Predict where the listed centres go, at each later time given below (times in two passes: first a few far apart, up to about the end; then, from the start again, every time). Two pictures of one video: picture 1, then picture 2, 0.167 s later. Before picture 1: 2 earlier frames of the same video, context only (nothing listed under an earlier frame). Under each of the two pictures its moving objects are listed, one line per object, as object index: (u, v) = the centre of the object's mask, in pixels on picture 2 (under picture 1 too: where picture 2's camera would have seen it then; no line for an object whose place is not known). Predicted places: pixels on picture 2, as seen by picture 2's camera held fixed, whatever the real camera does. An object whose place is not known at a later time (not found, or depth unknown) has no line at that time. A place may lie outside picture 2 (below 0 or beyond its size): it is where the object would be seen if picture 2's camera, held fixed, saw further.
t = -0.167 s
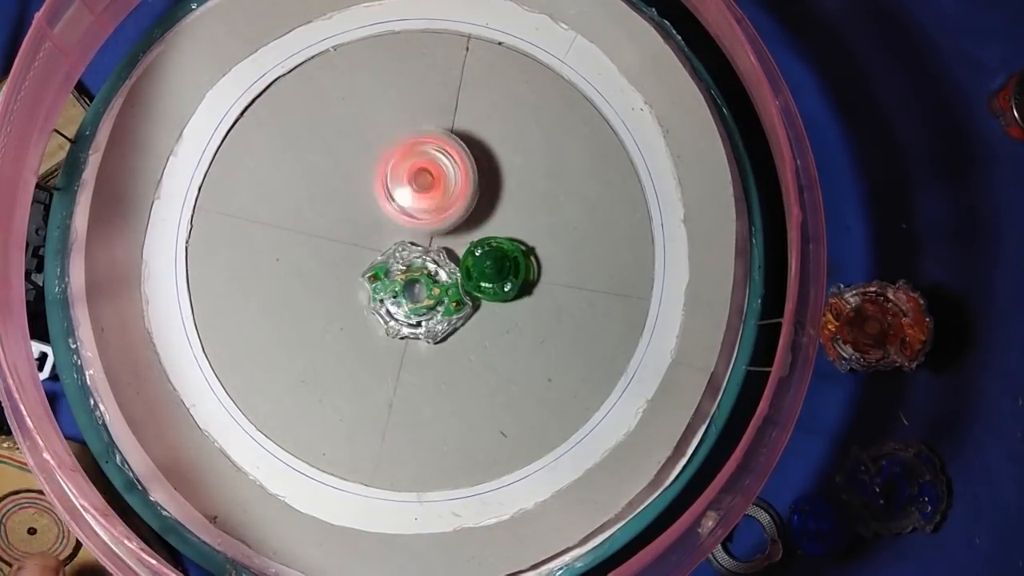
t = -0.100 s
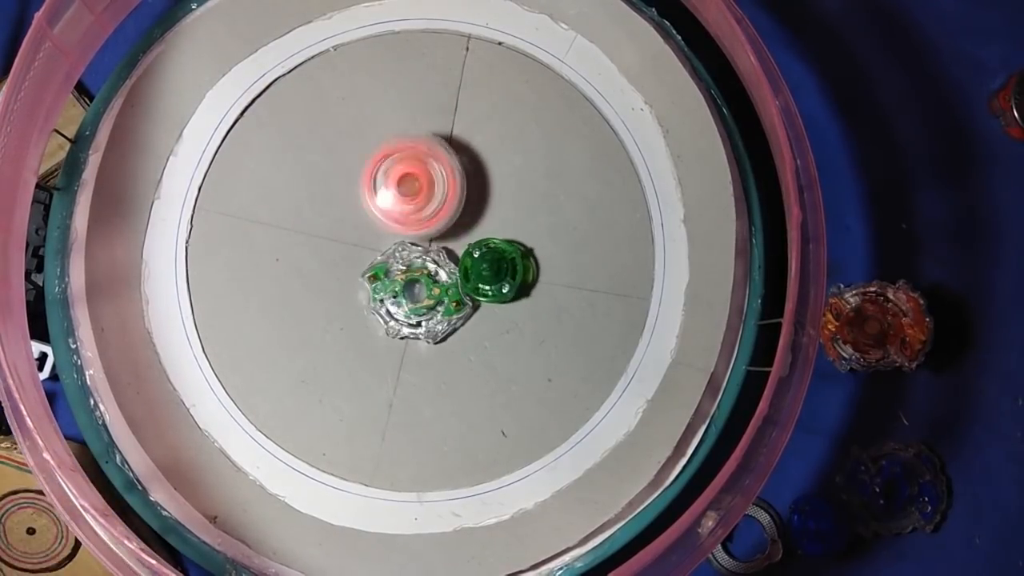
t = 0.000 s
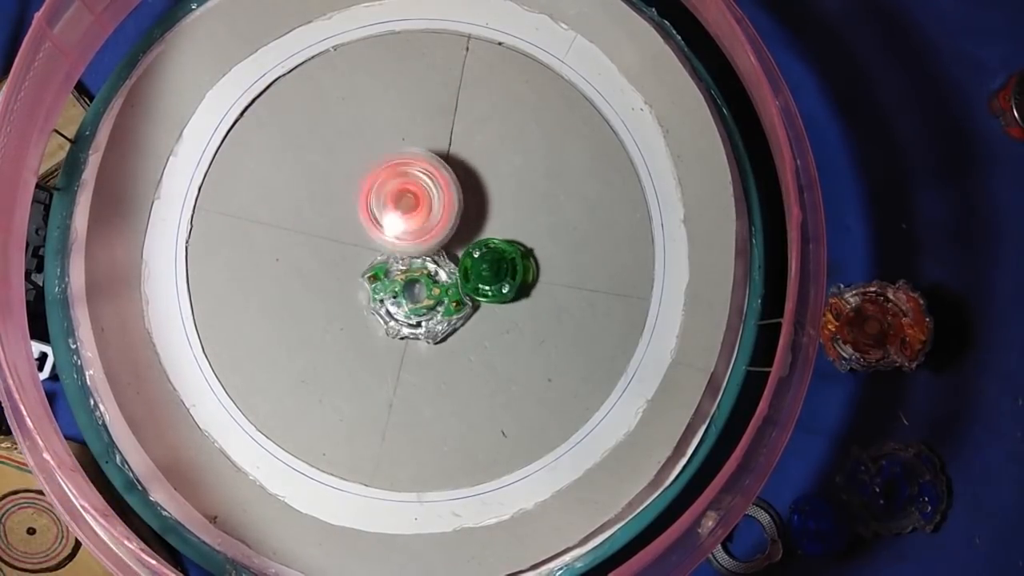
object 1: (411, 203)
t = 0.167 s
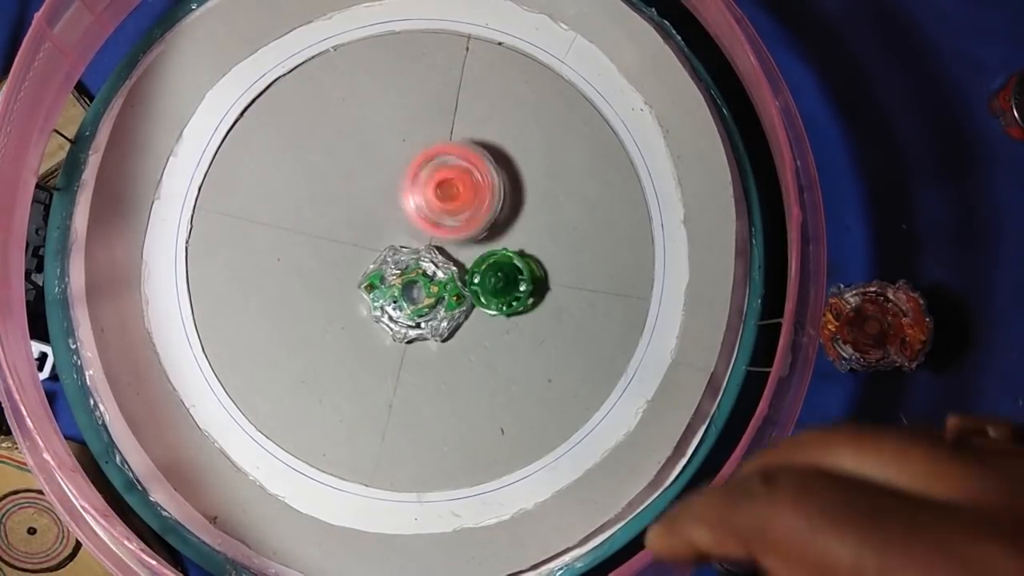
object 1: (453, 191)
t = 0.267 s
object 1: (432, 153)
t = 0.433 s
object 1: (410, 154)
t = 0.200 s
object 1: (446, 172)
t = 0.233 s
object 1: (439, 157)
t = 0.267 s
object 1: (432, 153)
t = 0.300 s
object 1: (427, 149)
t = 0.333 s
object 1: (421, 146)
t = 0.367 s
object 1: (414, 147)
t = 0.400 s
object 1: (411, 151)
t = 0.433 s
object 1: (410, 154)
